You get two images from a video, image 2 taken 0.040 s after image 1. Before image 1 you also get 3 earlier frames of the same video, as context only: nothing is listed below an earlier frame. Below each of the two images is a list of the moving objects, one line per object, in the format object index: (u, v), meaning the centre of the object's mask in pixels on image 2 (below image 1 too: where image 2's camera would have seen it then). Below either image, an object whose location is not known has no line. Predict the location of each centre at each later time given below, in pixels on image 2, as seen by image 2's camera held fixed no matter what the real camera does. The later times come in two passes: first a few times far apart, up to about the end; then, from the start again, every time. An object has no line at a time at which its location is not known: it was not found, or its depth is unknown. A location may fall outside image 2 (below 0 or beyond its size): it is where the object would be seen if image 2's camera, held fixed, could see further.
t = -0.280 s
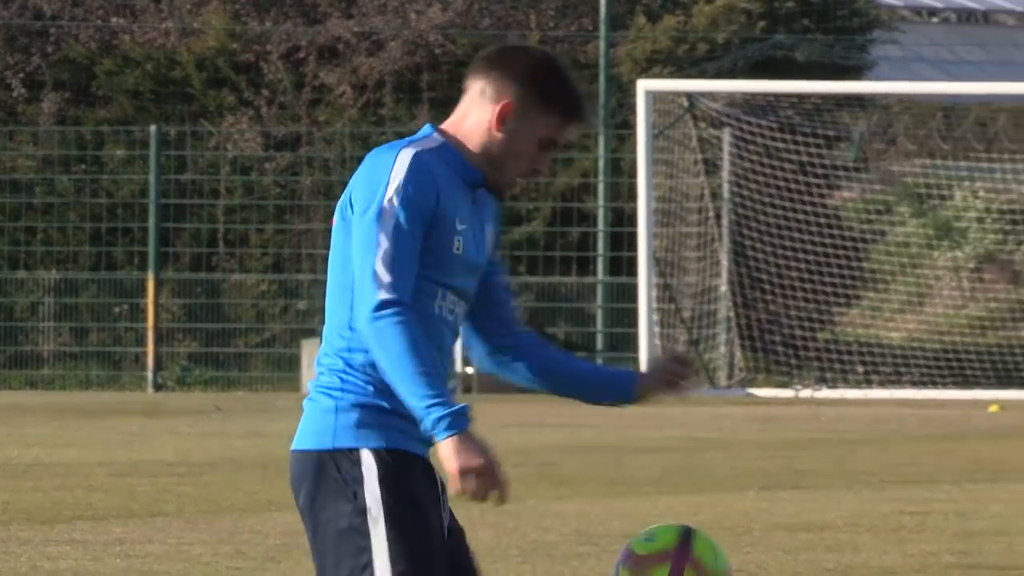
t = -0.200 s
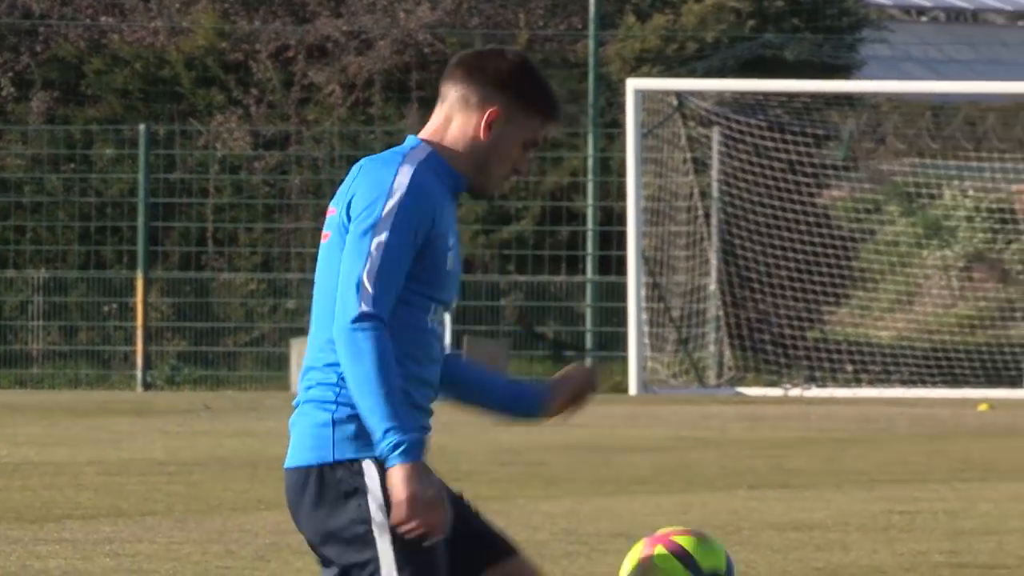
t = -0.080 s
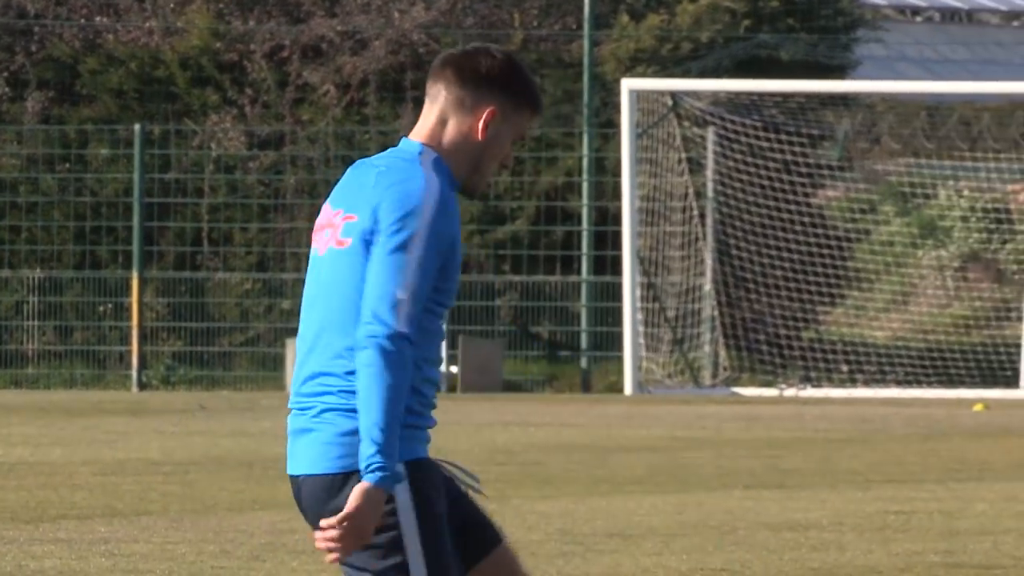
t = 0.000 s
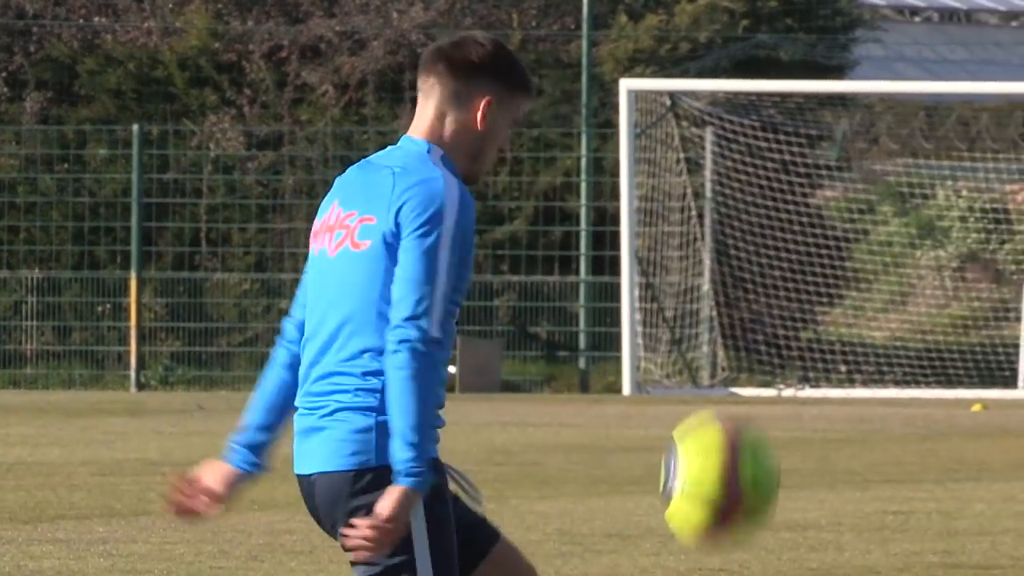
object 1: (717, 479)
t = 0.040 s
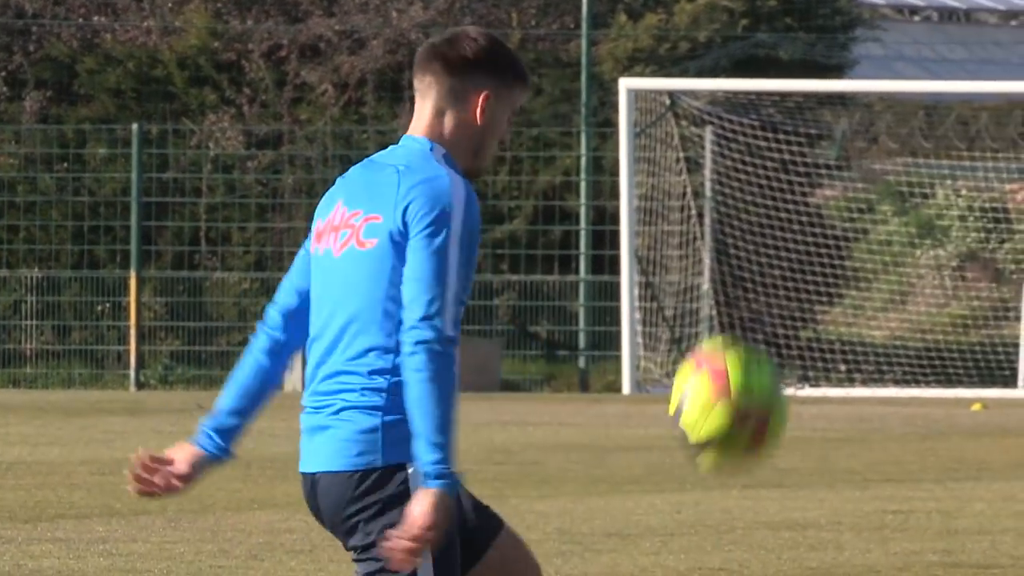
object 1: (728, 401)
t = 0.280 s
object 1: (790, 129)
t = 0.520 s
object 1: (848, 147)
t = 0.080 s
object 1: (737, 335)
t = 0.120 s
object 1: (748, 280)
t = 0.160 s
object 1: (759, 230)
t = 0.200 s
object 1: (770, 186)
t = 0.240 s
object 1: (780, 153)
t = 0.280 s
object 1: (790, 129)
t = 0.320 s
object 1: (799, 111)
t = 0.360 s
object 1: (811, 101)
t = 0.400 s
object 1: (819, 100)
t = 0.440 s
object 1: (830, 107)
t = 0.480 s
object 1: (839, 122)
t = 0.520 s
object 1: (848, 147)
